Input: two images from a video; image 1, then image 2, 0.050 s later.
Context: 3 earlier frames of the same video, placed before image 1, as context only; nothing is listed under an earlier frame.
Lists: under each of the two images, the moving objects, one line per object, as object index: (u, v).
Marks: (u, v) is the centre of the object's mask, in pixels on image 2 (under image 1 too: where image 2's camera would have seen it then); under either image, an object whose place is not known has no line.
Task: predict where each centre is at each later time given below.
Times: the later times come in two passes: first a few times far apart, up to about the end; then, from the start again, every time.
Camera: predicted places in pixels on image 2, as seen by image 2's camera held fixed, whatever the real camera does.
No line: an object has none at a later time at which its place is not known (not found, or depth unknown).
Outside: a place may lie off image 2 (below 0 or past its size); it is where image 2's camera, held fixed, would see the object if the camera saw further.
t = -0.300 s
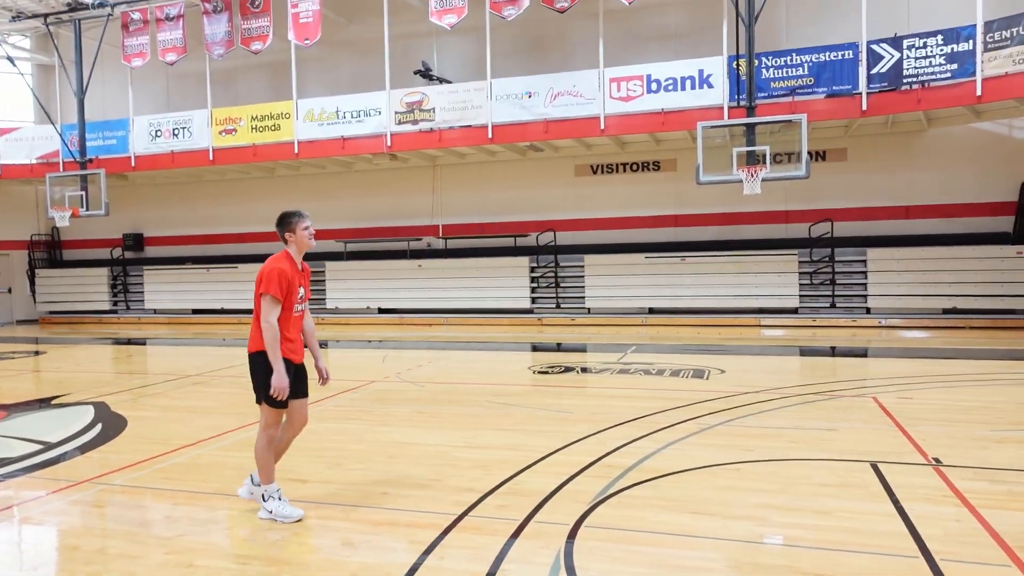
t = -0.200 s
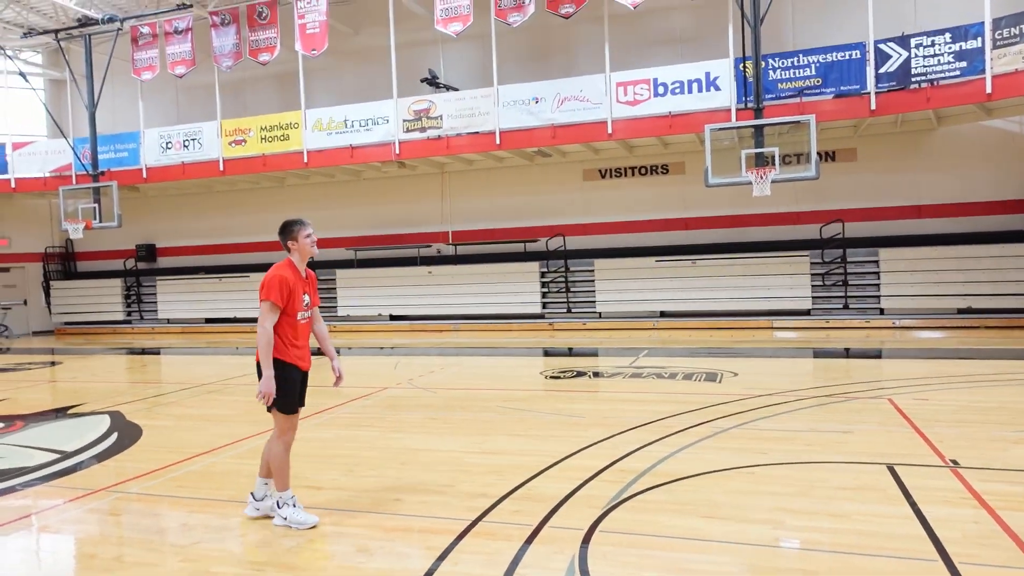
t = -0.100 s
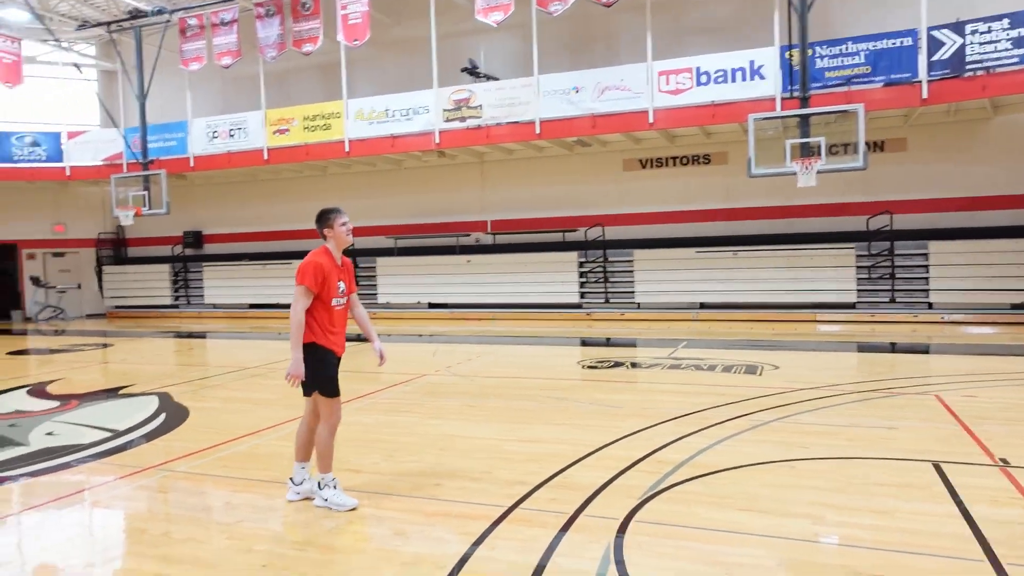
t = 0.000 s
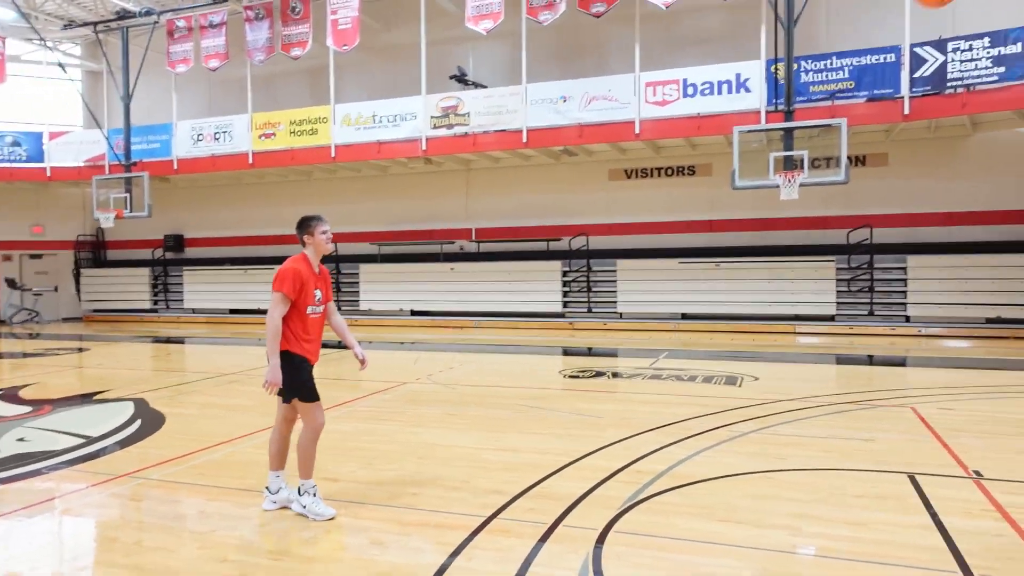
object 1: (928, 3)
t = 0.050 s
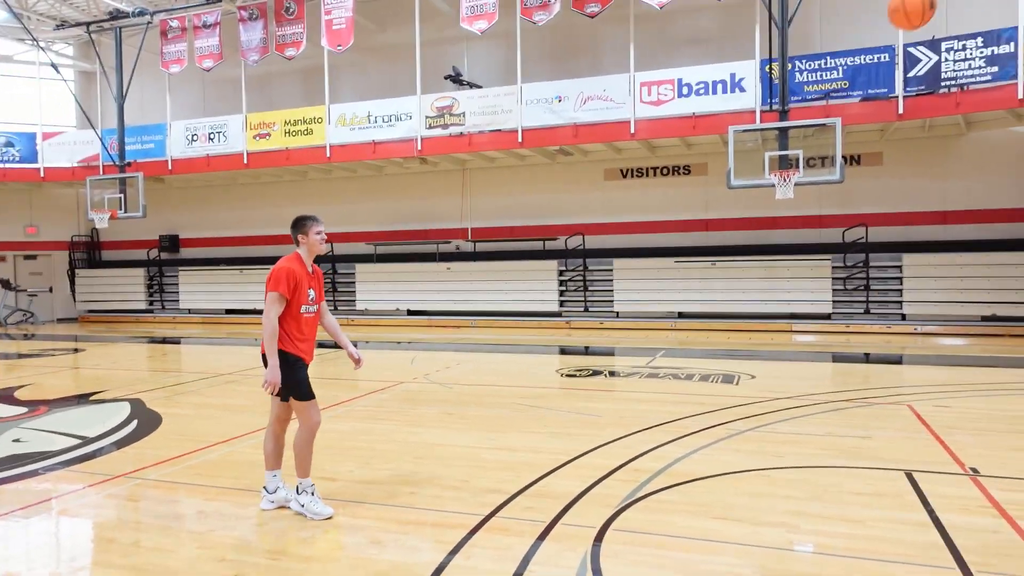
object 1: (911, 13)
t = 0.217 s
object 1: (851, 111)
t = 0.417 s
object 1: (785, 288)
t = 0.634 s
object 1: (723, 479)
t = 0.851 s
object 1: (691, 327)
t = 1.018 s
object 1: (666, 258)
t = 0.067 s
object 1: (905, 19)
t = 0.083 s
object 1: (899, 25)
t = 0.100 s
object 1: (893, 34)
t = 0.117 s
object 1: (887, 44)
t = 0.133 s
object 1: (881, 54)
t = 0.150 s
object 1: (875, 64)
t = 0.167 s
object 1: (869, 75)
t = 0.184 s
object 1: (863, 86)
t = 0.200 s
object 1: (857, 98)
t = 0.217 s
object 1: (851, 111)
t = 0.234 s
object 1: (845, 124)
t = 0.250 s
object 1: (839, 137)
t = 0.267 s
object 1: (834, 150)
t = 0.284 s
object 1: (828, 164)
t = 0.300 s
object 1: (823, 177)
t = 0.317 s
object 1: (817, 193)
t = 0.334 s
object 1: (812, 208)
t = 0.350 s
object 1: (806, 223)
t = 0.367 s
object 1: (800, 238)
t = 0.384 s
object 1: (796, 254)
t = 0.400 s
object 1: (790, 271)
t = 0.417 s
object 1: (785, 288)
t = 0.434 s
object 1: (779, 306)
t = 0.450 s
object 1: (774, 323)
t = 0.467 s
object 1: (769, 341)
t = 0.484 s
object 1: (764, 360)
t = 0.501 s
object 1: (759, 378)
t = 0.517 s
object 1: (754, 398)
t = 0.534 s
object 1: (748, 417)
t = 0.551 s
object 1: (744, 437)
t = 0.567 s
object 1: (739, 457)
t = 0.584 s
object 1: (734, 477)
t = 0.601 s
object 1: (729, 499)
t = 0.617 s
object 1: (726, 494)
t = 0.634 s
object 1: (723, 479)
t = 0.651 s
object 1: (721, 465)
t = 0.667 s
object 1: (718, 451)
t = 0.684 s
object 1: (716, 437)
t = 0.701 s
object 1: (713, 425)
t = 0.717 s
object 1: (711, 412)
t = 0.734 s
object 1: (708, 400)
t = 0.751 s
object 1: (706, 388)
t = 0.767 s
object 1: (703, 377)
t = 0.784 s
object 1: (701, 366)
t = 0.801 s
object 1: (698, 355)
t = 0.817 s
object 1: (696, 345)
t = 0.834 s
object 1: (693, 335)
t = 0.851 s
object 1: (691, 327)
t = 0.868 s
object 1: (689, 318)
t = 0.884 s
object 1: (686, 310)
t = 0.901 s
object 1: (683, 301)
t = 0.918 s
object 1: (681, 293)
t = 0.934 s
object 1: (678, 286)
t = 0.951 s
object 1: (676, 280)
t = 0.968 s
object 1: (673, 274)
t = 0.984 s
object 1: (671, 268)
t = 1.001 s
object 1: (668, 263)
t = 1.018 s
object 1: (666, 258)
